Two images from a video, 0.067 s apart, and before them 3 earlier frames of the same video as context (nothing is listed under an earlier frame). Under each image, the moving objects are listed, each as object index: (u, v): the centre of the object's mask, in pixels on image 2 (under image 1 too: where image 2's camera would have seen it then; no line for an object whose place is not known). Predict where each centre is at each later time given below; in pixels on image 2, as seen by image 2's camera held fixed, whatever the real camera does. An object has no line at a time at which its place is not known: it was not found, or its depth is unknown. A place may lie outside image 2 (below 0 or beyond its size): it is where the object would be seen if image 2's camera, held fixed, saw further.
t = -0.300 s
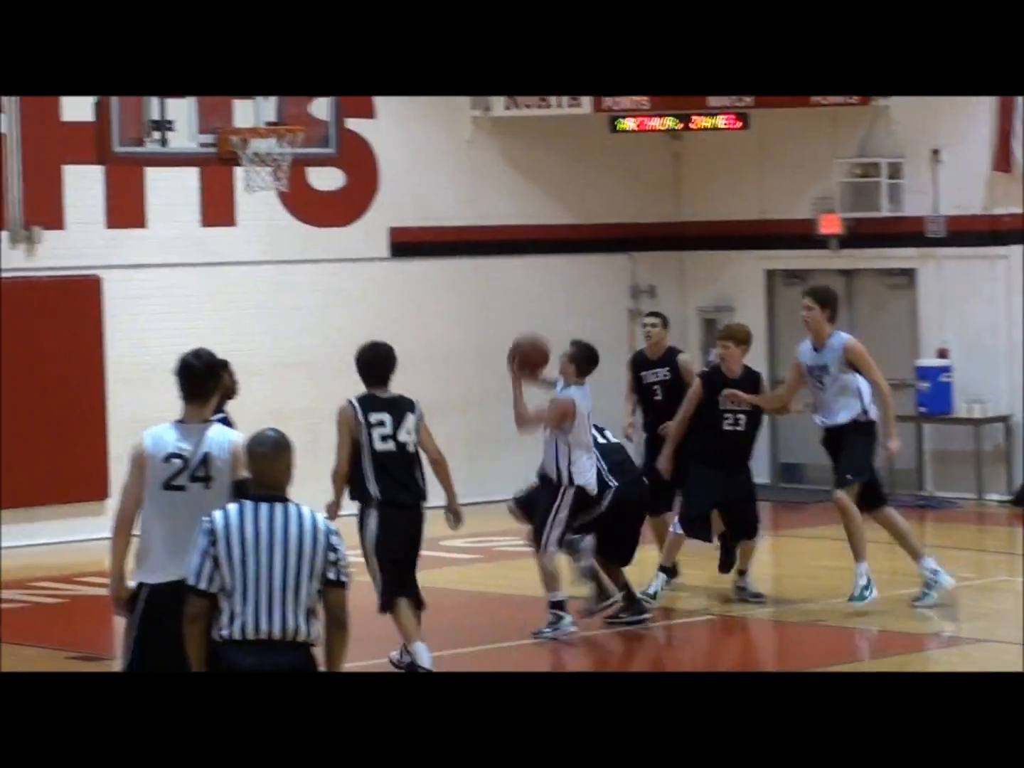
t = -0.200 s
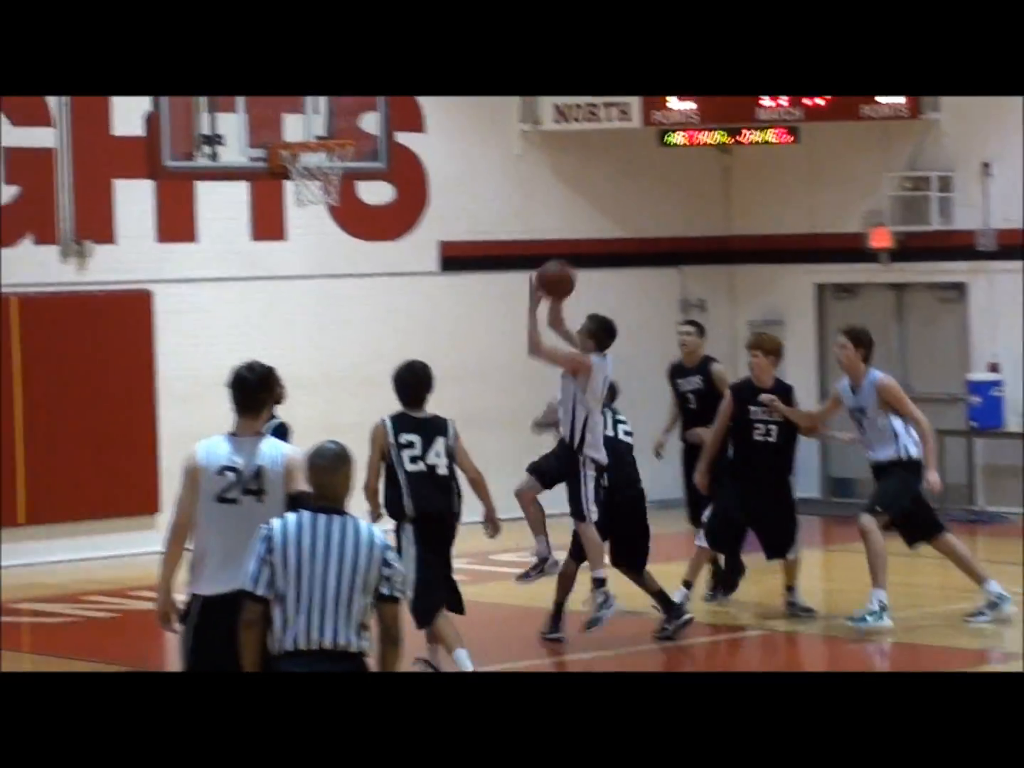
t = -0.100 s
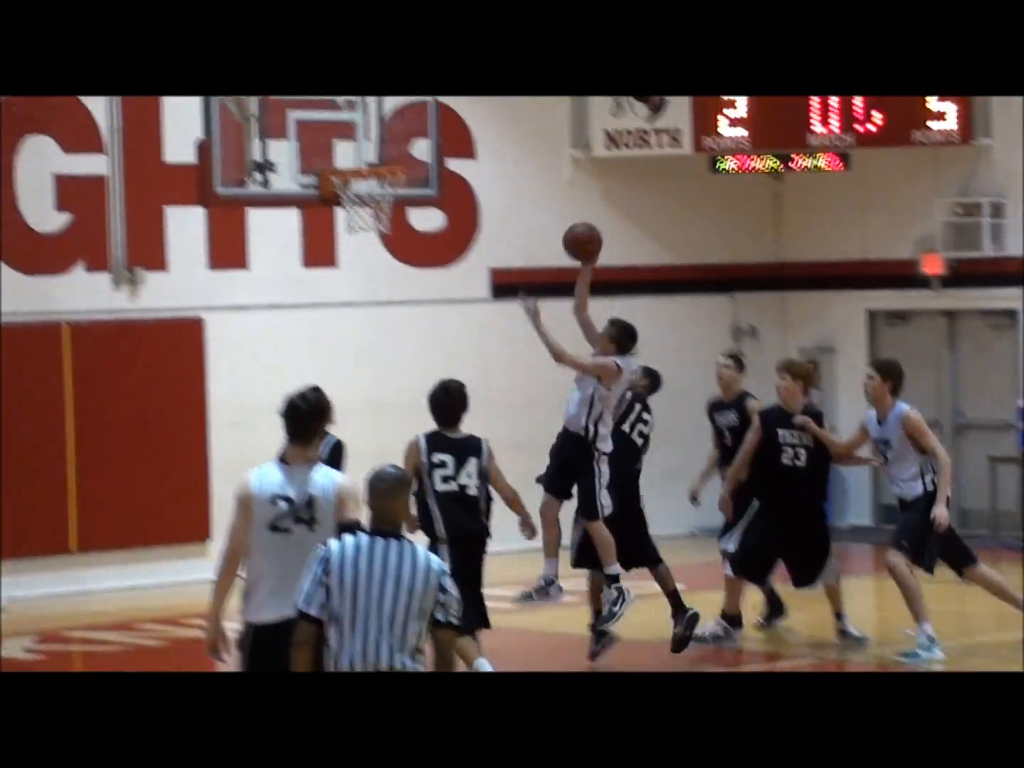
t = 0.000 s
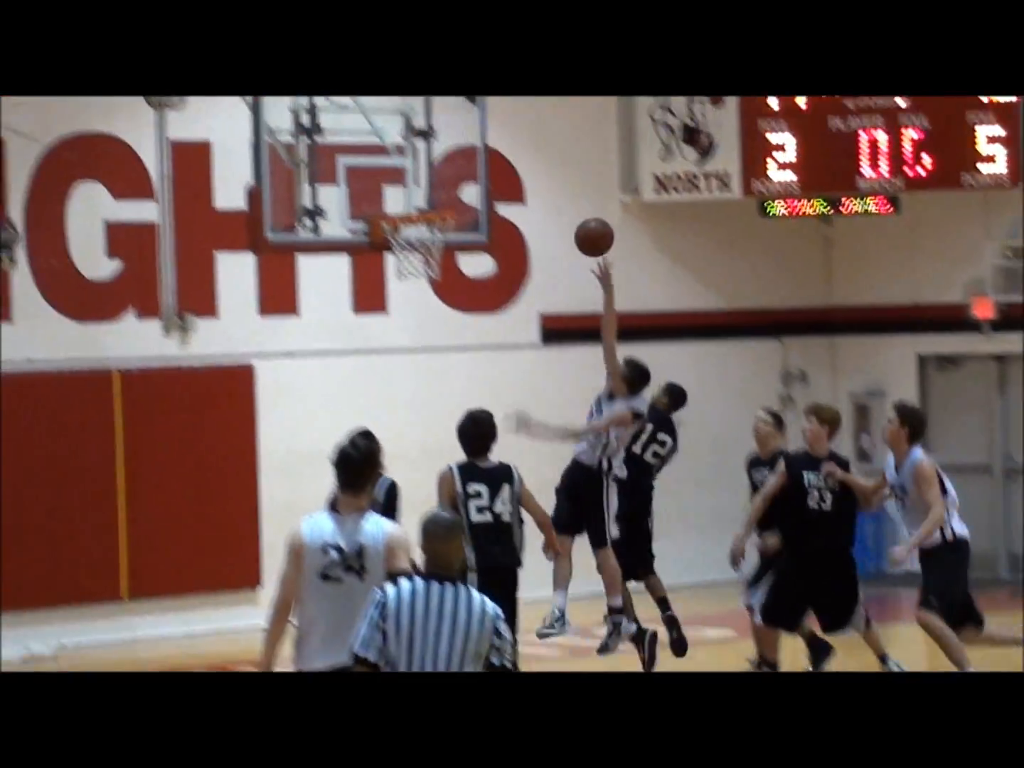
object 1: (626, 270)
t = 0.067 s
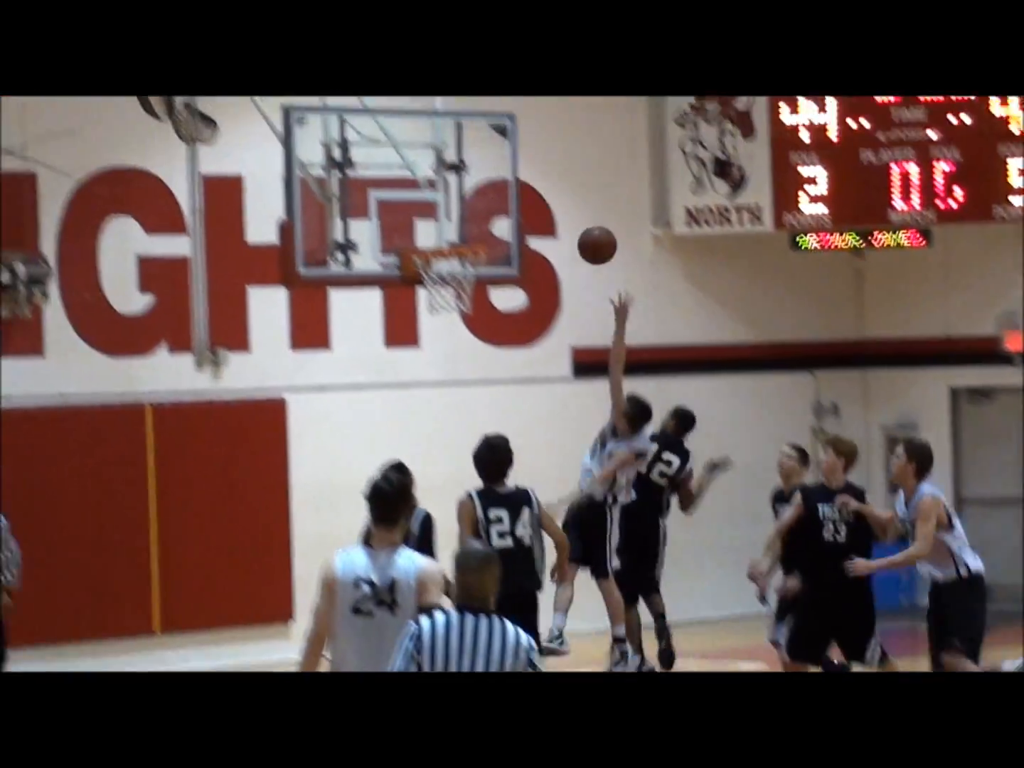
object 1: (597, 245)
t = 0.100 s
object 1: (583, 235)
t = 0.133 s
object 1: (570, 227)
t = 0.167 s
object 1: (557, 221)
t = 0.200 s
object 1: (544, 217)
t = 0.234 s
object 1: (531, 213)
